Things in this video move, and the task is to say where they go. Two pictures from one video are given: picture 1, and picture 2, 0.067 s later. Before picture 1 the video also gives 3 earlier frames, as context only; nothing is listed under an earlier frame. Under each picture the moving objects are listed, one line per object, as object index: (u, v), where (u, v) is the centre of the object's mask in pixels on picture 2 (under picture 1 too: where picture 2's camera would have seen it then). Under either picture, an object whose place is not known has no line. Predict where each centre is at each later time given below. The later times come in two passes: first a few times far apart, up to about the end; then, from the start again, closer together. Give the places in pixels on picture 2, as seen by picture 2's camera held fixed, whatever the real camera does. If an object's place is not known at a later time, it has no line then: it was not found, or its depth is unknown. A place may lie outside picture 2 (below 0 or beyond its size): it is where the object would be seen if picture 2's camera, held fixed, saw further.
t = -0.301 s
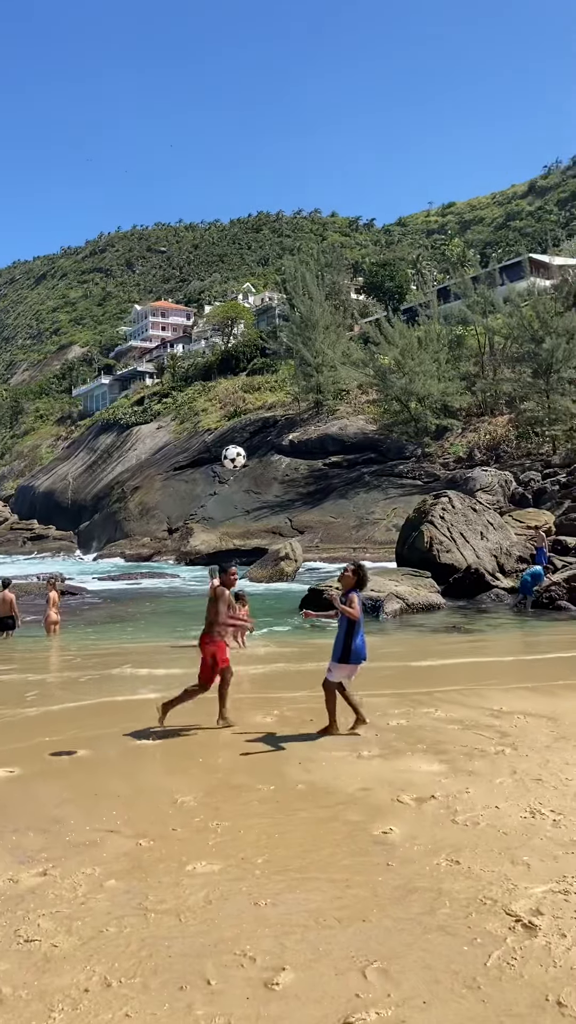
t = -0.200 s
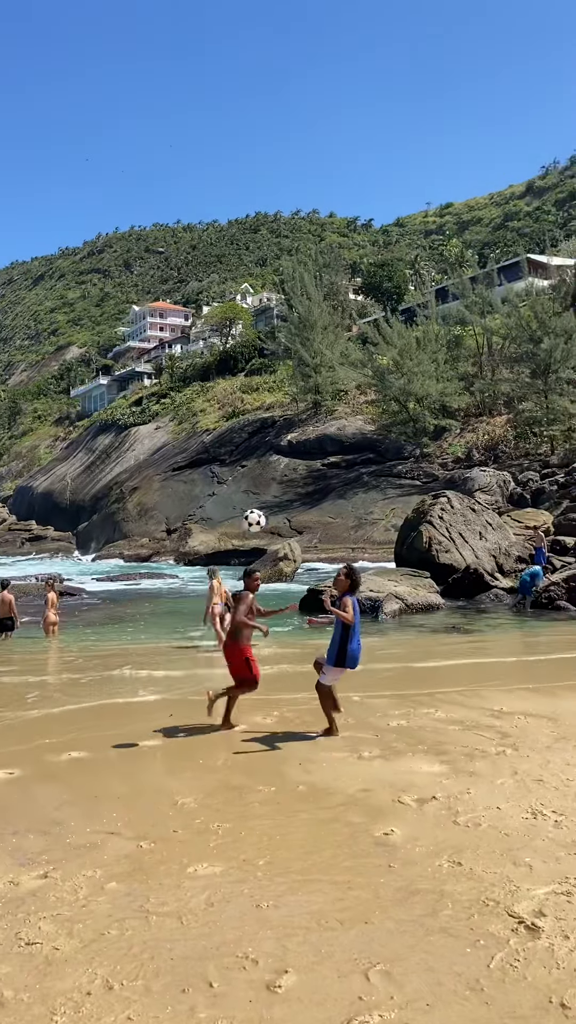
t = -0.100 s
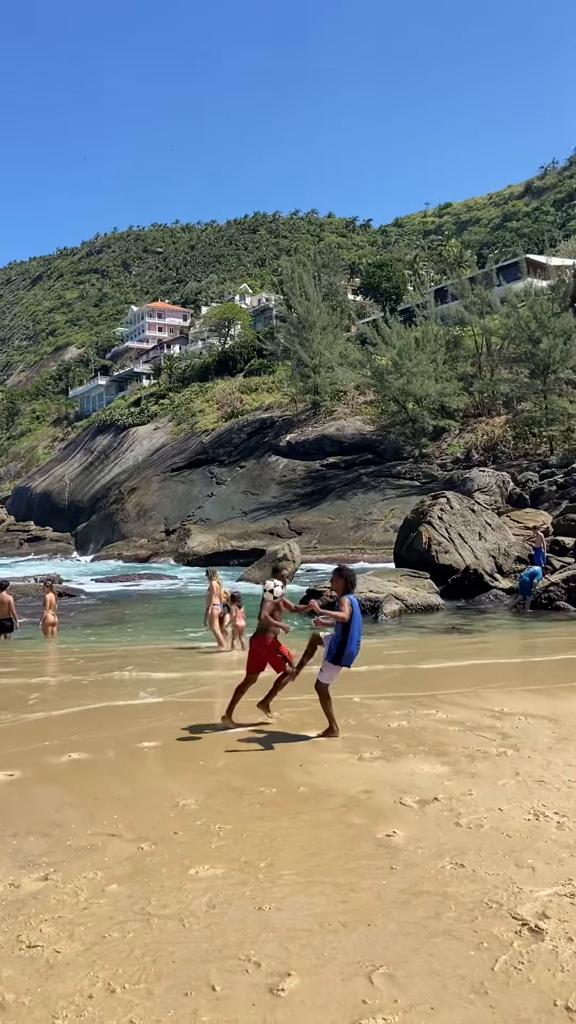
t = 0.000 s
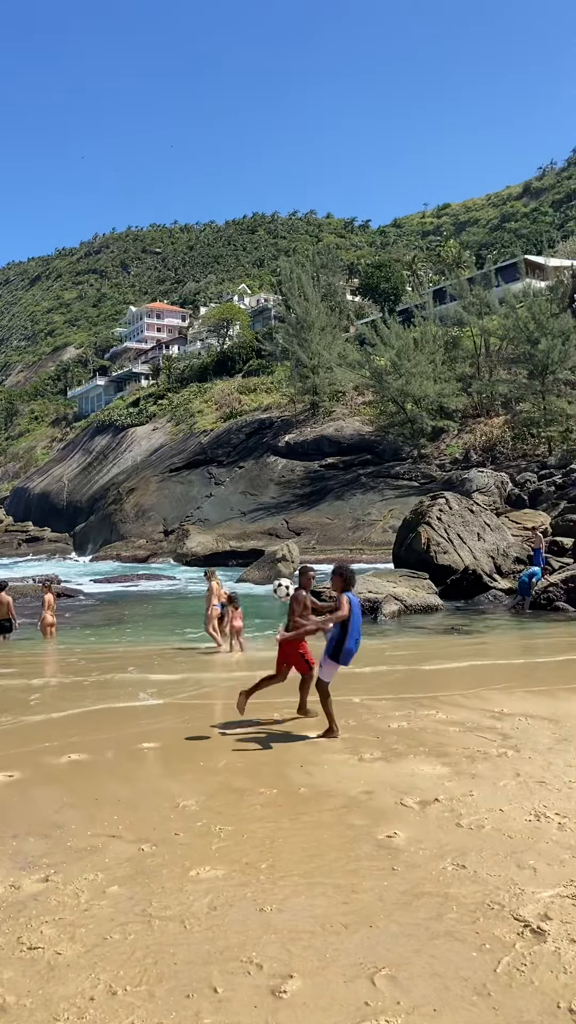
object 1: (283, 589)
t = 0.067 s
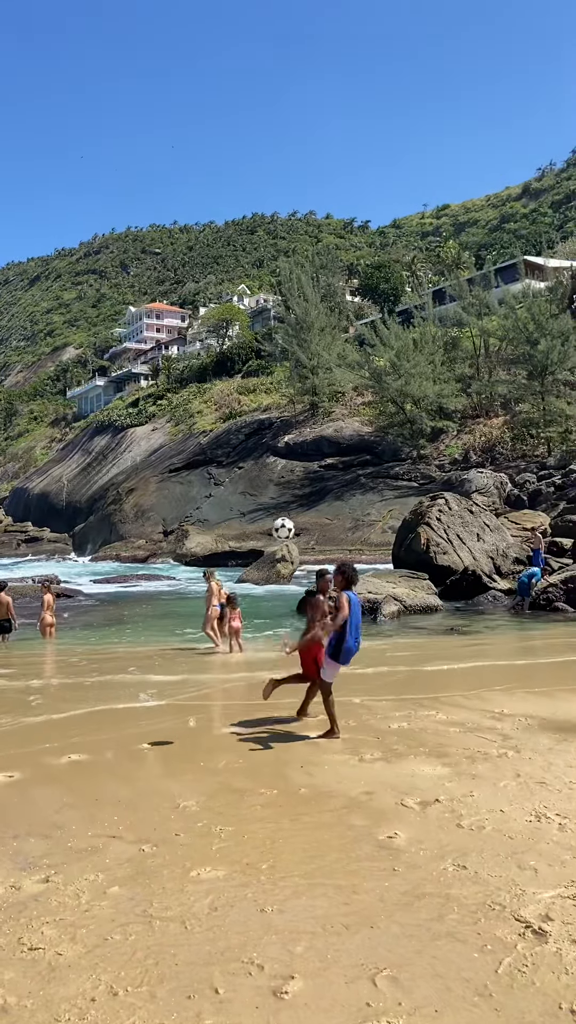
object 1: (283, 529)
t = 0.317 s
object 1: (288, 326)
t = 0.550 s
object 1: (296, 177)
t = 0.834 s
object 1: (306, 56)
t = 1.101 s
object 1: (314, 34)
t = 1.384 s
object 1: (329, 134)
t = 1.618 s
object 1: (347, 346)
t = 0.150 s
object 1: (285, 457)
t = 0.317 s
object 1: (288, 326)
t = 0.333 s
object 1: (289, 314)
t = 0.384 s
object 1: (291, 279)
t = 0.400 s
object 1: (291, 268)
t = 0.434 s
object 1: (292, 246)
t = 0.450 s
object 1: (292, 235)
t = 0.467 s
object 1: (293, 225)
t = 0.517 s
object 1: (295, 196)
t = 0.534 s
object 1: (295, 186)
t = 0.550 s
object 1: (296, 177)
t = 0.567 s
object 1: (296, 168)
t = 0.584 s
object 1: (297, 159)
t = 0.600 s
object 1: (297, 150)
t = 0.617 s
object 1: (297, 141)
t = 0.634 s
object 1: (298, 133)
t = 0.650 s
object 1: (298, 125)
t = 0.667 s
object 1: (299, 117)
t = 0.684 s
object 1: (300, 109)
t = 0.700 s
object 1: (301, 102)
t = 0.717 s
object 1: (301, 96)
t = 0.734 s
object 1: (302, 89)
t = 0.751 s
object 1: (303, 83)
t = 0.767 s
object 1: (303, 77)
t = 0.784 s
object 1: (304, 71)
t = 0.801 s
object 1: (304, 66)
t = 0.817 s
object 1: (305, 61)
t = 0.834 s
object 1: (306, 56)
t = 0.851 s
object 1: (306, 52)
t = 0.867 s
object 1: (307, 48)
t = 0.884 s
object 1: (307, 45)
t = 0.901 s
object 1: (308, 42)
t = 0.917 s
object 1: (308, 39)
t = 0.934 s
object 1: (309, 36)
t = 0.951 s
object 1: (310, 35)
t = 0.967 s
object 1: (310, 33)
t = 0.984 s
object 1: (311, 32)
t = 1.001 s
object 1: (311, 31)
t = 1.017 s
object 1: (312, 30)
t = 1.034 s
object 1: (312, 30)
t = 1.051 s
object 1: (313, 31)
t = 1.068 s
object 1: (313, 31)
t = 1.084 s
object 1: (314, 32)
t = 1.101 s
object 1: (314, 34)
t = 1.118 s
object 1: (315, 36)
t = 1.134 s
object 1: (316, 38)
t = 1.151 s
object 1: (317, 41)
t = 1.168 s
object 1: (318, 44)
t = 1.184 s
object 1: (319, 48)
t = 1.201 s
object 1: (319, 52)
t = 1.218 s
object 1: (320, 56)
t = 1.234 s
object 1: (321, 62)
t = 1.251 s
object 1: (322, 68)
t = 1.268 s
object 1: (323, 74)
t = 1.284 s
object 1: (324, 81)
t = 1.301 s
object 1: (324, 88)
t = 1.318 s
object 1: (325, 96)
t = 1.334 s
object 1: (326, 104)
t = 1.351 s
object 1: (327, 114)
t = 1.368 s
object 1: (328, 123)
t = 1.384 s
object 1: (329, 134)
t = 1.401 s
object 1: (330, 144)
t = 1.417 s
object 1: (332, 156)
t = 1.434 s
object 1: (333, 168)
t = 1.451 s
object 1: (334, 181)
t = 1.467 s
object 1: (335, 195)
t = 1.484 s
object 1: (336, 209)
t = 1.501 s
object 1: (337, 224)
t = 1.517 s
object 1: (338, 239)
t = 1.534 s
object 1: (340, 255)
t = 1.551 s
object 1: (341, 272)
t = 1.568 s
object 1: (342, 289)
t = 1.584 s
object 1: (344, 308)
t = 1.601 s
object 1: (345, 326)
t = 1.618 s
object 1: (347, 346)
